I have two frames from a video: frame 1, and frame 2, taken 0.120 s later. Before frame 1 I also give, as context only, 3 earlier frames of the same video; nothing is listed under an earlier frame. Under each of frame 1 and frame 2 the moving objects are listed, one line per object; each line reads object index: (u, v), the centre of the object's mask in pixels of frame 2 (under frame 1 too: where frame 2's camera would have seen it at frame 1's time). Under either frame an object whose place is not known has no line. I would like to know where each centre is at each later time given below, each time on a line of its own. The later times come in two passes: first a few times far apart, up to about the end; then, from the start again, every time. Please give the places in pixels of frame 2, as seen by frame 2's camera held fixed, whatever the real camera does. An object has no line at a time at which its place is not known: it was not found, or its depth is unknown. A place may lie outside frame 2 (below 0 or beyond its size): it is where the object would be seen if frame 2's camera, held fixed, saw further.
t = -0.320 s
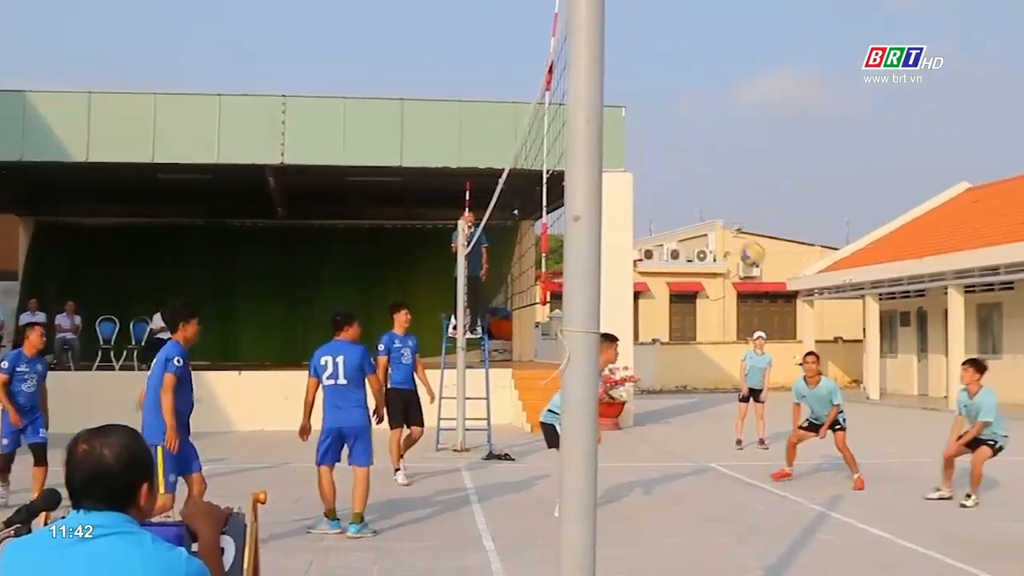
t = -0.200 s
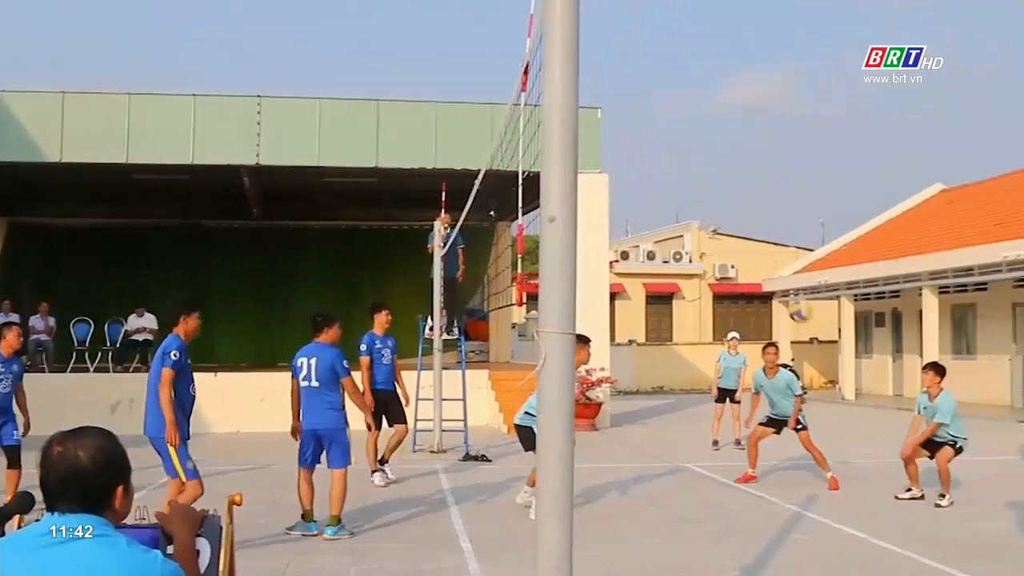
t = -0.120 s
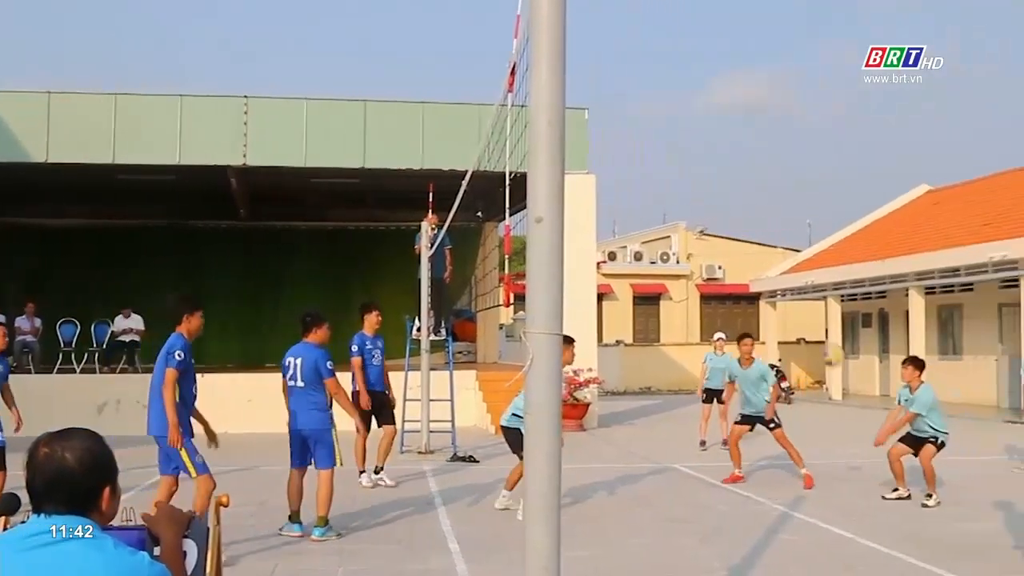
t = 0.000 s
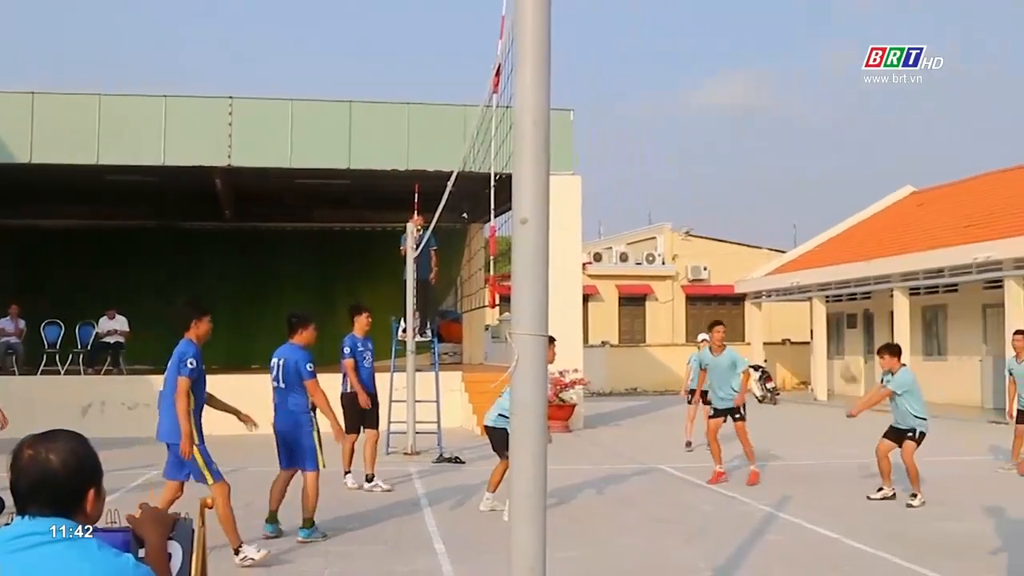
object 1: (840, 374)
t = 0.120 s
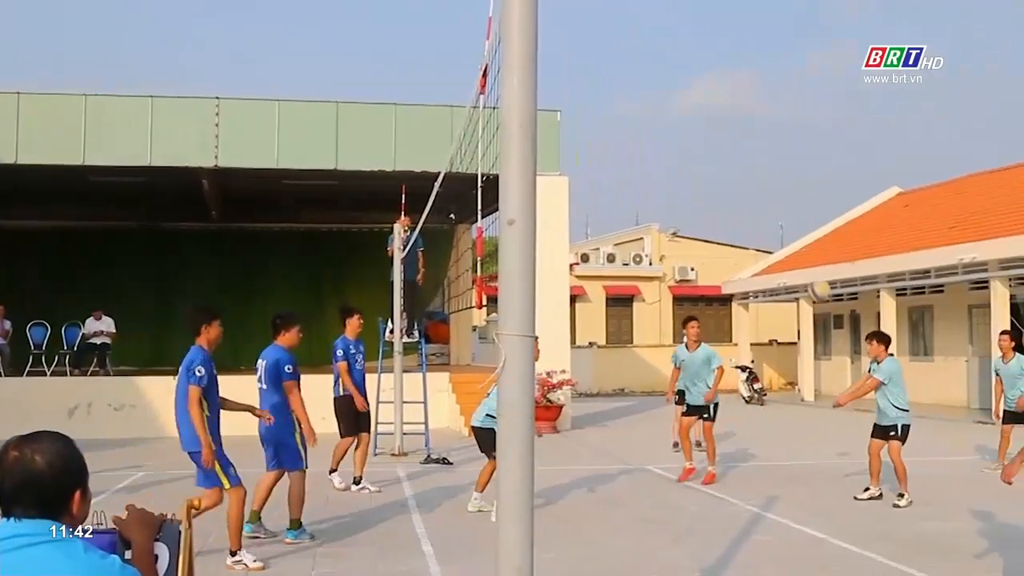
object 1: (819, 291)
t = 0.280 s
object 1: (789, 205)
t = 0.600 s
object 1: (729, 112)
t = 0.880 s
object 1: (685, 117)
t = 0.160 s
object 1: (811, 266)
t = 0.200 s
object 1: (804, 243)
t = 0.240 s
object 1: (798, 224)
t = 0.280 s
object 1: (789, 205)
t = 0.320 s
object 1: (781, 188)
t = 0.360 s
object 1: (774, 172)
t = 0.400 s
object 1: (765, 158)
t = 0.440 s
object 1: (758, 145)
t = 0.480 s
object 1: (750, 135)
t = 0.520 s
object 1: (742, 125)
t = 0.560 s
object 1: (736, 118)
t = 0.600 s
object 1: (729, 112)
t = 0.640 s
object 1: (723, 108)
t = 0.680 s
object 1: (716, 106)
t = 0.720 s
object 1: (710, 105)
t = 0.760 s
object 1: (704, 106)
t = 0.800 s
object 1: (697, 107)
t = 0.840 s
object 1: (691, 112)
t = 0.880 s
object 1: (685, 117)
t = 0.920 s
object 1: (679, 124)
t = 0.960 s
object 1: (673, 133)
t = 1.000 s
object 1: (667, 143)
